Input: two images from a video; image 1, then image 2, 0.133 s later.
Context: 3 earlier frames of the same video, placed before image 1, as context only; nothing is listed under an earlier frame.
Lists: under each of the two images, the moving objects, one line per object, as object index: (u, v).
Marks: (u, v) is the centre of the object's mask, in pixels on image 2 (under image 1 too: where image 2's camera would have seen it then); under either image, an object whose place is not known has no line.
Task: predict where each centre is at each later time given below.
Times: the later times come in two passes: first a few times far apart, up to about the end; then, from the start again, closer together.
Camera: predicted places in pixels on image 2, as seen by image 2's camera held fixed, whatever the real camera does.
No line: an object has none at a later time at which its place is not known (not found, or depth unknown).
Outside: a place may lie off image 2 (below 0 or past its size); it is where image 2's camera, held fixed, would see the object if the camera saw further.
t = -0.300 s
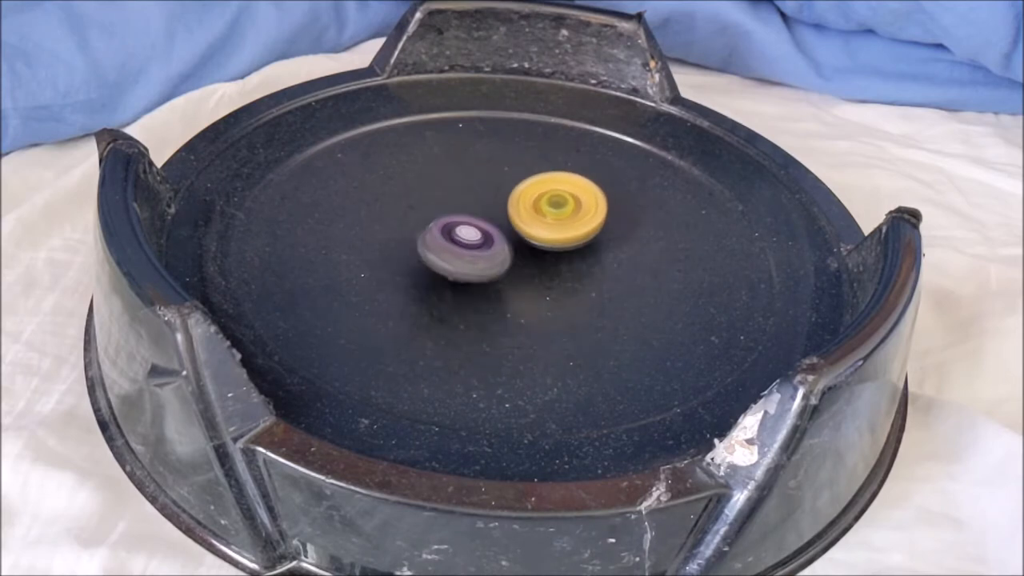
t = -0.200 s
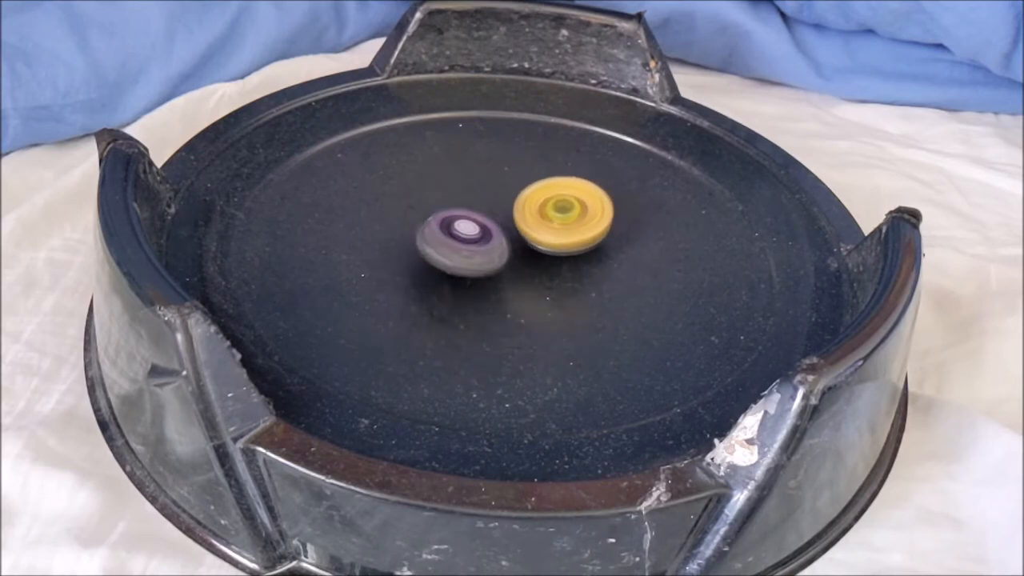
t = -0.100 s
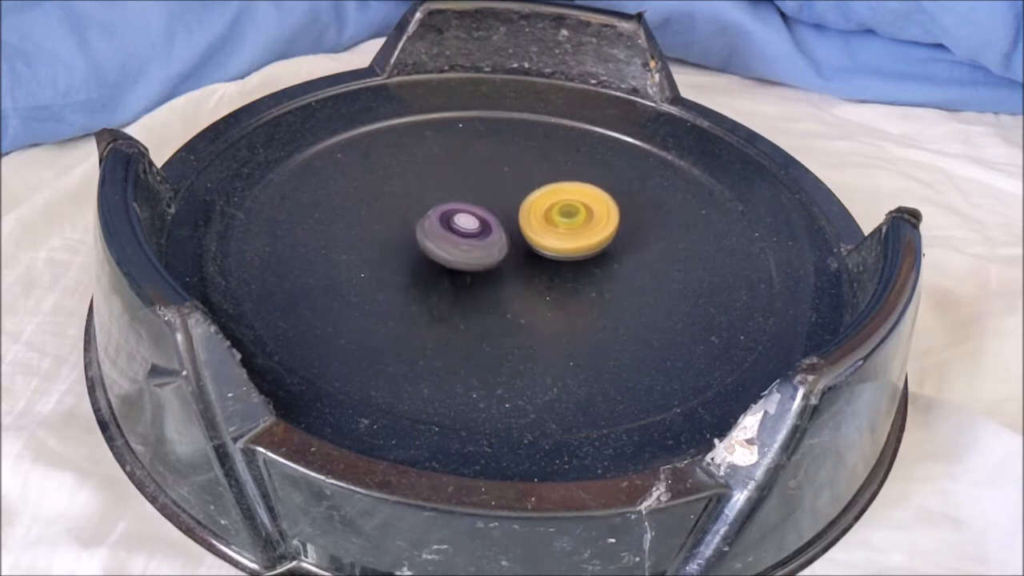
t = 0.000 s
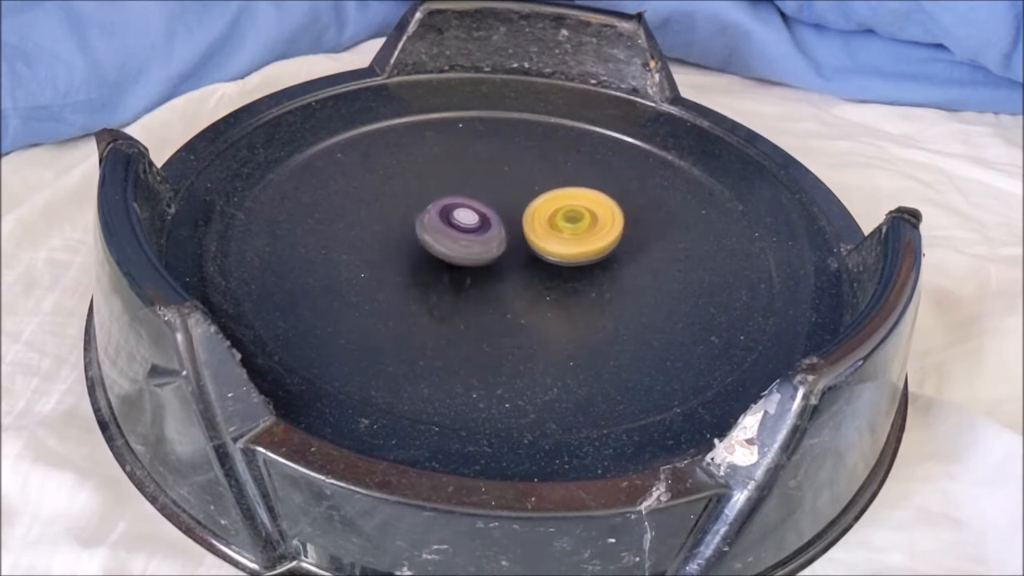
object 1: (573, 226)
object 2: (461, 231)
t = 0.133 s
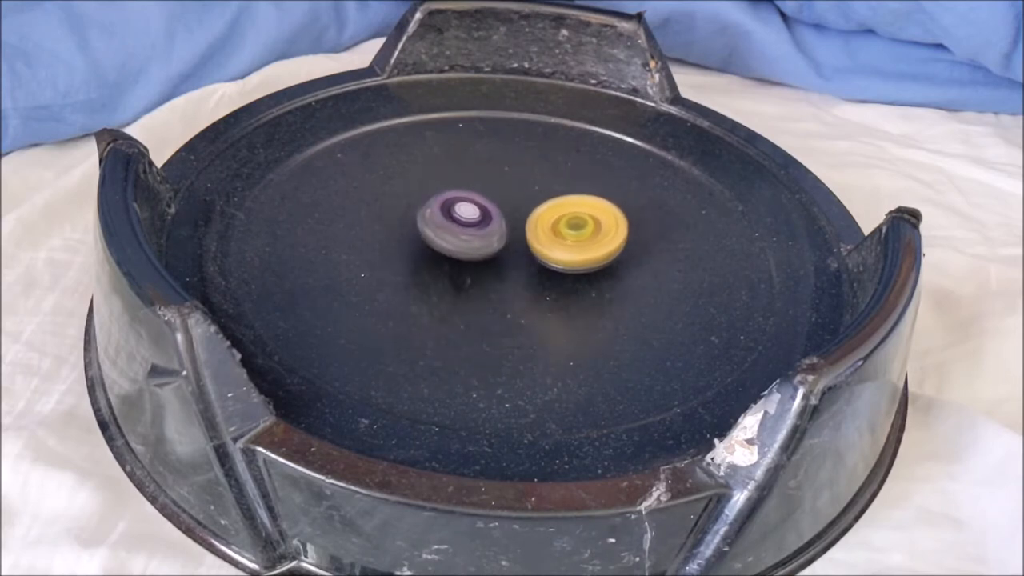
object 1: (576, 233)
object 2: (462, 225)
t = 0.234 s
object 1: (578, 238)
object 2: (465, 221)
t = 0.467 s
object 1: (577, 251)
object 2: (474, 212)
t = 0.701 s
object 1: (569, 259)
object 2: (489, 207)
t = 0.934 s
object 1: (553, 265)
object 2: (504, 204)
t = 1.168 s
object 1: (526, 269)
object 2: (521, 204)
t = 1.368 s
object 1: (506, 272)
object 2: (536, 209)
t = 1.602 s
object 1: (492, 272)
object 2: (550, 217)
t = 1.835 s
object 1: (481, 266)
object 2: (561, 228)
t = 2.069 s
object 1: (470, 255)
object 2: (565, 242)
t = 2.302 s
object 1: (461, 244)
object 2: (564, 254)
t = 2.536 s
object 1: (432, 226)
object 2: (593, 267)
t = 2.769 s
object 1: (430, 230)
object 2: (575, 273)
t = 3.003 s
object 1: (458, 225)
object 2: (549, 274)
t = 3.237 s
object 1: (433, 168)
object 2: (594, 318)
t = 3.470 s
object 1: (386, 98)
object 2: (704, 378)
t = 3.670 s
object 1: (383, 118)
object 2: (657, 322)
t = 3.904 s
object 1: (397, 162)
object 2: (522, 209)
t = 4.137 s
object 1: (243, 110)
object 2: (693, 228)
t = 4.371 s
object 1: (236, 141)
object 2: (792, 226)
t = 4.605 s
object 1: (274, 176)
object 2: (778, 237)
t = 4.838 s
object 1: (392, 240)
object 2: (597, 192)
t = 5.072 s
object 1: (541, 246)
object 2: (445, 149)
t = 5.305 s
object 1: (618, 197)
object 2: (380, 154)
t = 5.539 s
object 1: (620, 162)
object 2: (388, 184)
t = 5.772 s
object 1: (588, 167)
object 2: (433, 215)
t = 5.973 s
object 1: (566, 197)
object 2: (468, 225)
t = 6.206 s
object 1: (604, 223)
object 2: (465, 246)
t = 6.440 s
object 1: (609, 244)
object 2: (505, 261)
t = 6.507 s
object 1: (609, 246)
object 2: (508, 262)
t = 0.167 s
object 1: (577, 234)
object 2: (463, 224)
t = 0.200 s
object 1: (577, 236)
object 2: (464, 222)
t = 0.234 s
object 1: (578, 238)
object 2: (465, 221)
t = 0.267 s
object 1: (578, 240)
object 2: (466, 220)
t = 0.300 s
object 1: (578, 242)
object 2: (467, 218)
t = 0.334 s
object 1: (578, 243)
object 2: (468, 217)
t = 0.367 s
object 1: (578, 245)
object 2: (470, 216)
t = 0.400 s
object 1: (578, 247)
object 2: (471, 215)
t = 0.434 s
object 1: (577, 248)
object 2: (473, 214)
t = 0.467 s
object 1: (577, 251)
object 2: (474, 212)
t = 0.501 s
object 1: (577, 252)
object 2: (476, 212)
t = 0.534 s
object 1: (576, 254)
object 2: (478, 211)
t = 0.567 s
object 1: (575, 255)
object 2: (480, 210)
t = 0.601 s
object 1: (574, 256)
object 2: (483, 209)
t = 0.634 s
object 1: (572, 258)
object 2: (485, 208)
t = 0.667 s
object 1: (571, 258)
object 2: (486, 208)
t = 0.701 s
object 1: (569, 259)
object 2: (489, 207)
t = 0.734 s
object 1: (567, 260)
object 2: (491, 207)
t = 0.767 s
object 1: (565, 262)
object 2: (493, 206)
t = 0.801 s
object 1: (563, 263)
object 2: (495, 206)
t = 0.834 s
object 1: (561, 263)
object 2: (498, 205)
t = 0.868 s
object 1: (558, 264)
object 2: (500, 205)
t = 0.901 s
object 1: (556, 265)
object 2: (502, 205)
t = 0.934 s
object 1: (553, 265)
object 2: (504, 204)
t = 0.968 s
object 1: (549, 266)
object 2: (506, 204)
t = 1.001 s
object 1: (546, 266)
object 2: (508, 204)
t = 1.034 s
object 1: (542, 267)
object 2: (511, 204)
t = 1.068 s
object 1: (538, 267)
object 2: (513, 203)
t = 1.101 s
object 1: (534, 268)
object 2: (516, 204)
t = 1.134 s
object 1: (530, 268)
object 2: (519, 204)
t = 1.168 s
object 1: (526, 269)
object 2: (521, 204)
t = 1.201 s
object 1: (522, 269)
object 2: (524, 205)
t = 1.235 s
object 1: (519, 270)
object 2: (527, 205)
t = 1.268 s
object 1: (515, 271)
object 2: (529, 206)
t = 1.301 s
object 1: (512, 271)
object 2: (532, 207)
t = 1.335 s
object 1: (509, 272)
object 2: (534, 208)
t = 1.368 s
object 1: (506, 272)
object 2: (536, 209)
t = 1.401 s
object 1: (503, 273)
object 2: (538, 210)
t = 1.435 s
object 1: (501, 273)
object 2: (541, 211)
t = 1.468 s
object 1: (499, 273)
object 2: (543, 212)
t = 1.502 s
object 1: (497, 273)
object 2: (545, 214)
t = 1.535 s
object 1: (495, 273)
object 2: (547, 215)
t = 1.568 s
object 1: (493, 273)
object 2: (549, 216)
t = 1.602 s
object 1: (492, 272)
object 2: (550, 217)
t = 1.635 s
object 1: (490, 272)
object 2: (552, 219)
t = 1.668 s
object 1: (489, 271)
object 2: (554, 220)
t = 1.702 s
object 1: (487, 270)
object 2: (555, 222)
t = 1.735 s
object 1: (486, 269)
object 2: (557, 223)
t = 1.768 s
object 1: (484, 268)
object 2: (558, 225)
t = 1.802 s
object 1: (482, 267)
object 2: (559, 227)
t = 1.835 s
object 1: (481, 266)
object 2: (561, 228)
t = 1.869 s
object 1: (479, 264)
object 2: (562, 230)
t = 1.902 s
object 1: (478, 263)
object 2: (563, 232)
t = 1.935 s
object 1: (476, 262)
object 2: (564, 234)
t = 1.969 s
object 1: (475, 260)
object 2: (564, 236)
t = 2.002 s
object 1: (474, 259)
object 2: (564, 238)
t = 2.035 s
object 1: (472, 257)
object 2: (565, 240)
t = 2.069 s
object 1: (470, 255)
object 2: (565, 242)
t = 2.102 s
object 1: (468, 253)
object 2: (565, 244)
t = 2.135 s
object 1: (467, 252)
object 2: (565, 246)
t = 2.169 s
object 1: (465, 250)
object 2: (565, 247)
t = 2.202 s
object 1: (464, 249)
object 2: (565, 249)
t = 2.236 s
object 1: (462, 247)
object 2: (565, 251)
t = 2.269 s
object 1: (461, 246)
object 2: (565, 252)
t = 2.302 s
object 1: (461, 244)
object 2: (564, 254)
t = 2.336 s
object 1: (461, 243)
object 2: (563, 255)
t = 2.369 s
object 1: (460, 242)
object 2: (562, 256)
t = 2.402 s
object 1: (461, 240)
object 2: (561, 257)
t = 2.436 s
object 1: (460, 238)
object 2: (561, 259)
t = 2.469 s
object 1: (447, 233)
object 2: (575, 262)
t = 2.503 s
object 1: (437, 228)
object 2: (587, 265)
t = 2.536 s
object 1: (432, 226)
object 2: (593, 267)
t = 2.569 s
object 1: (428, 226)
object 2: (592, 268)
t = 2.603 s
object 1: (427, 226)
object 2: (590, 270)
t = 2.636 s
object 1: (426, 227)
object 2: (587, 271)
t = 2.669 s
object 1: (426, 228)
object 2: (584, 272)
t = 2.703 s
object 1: (427, 228)
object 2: (582, 272)
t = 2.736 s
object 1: (428, 229)
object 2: (578, 273)
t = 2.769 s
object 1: (430, 230)
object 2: (575, 273)
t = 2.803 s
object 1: (433, 230)
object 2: (572, 274)
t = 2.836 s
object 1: (437, 230)
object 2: (569, 274)
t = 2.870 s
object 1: (441, 230)
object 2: (565, 274)
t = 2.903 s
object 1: (445, 230)
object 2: (561, 275)
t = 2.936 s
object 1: (450, 228)
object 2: (557, 274)
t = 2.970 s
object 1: (454, 227)
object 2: (553, 274)
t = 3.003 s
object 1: (458, 225)
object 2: (549, 274)
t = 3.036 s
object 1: (462, 224)
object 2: (545, 273)
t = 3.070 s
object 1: (464, 223)
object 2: (542, 273)
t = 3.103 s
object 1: (466, 222)
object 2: (540, 273)
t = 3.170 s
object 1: (458, 204)
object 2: (554, 286)
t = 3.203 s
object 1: (444, 186)
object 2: (574, 301)
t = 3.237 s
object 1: (433, 168)
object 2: (594, 318)
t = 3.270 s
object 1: (423, 153)
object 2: (612, 328)
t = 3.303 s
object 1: (414, 139)
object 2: (631, 342)
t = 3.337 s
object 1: (406, 126)
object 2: (648, 355)
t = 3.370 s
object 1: (399, 117)
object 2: (665, 364)
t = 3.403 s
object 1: (393, 108)
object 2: (681, 370)
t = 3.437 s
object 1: (388, 102)
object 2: (696, 375)
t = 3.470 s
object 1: (386, 98)
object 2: (704, 378)
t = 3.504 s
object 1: (385, 96)
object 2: (702, 372)
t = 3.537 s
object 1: (383, 98)
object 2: (699, 369)
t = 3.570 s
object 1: (382, 99)
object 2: (694, 362)
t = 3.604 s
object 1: (382, 101)
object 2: (688, 358)
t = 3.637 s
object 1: (382, 110)
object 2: (674, 341)
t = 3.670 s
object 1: (383, 118)
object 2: (657, 322)
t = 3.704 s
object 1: (384, 125)
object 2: (640, 305)
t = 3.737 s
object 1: (385, 132)
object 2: (622, 286)
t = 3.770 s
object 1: (386, 138)
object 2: (603, 267)
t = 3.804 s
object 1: (388, 144)
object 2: (583, 250)
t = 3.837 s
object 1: (391, 151)
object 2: (562, 235)
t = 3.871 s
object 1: (394, 156)
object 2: (542, 220)
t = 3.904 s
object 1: (397, 162)
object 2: (522, 209)
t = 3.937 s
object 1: (401, 166)
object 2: (503, 200)
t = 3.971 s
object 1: (373, 154)
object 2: (524, 204)
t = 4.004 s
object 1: (317, 133)
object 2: (583, 215)
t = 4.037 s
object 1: (299, 125)
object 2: (614, 220)
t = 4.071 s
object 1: (280, 116)
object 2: (640, 224)
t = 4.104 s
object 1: (260, 112)
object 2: (668, 226)
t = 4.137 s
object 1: (243, 110)
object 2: (693, 228)
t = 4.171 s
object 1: (237, 108)
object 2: (715, 229)
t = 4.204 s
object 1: (232, 111)
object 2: (737, 230)
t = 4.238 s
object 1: (228, 118)
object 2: (757, 232)
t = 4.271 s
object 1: (229, 126)
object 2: (773, 229)
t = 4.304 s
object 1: (231, 131)
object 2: (780, 223)
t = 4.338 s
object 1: (233, 136)
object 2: (787, 222)
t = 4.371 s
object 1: (236, 141)
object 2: (792, 226)
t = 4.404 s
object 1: (240, 145)
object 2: (796, 234)
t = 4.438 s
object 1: (244, 149)
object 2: (798, 239)
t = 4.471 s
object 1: (249, 154)
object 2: (797, 238)
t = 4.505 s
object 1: (253, 157)
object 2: (795, 240)
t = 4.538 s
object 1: (259, 162)
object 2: (791, 239)
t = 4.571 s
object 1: (266, 168)
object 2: (786, 238)
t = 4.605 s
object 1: (274, 176)
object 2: (778, 237)
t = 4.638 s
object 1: (282, 182)
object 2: (768, 235)
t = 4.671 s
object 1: (291, 188)
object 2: (757, 237)
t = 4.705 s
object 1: (309, 199)
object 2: (729, 230)
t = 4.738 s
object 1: (329, 210)
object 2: (698, 222)
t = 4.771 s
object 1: (350, 221)
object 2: (664, 213)
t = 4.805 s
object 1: (371, 231)
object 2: (630, 202)
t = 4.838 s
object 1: (392, 240)
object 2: (597, 192)
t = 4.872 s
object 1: (414, 246)
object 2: (566, 182)
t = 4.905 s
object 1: (435, 250)
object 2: (539, 174)
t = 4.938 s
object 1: (457, 253)
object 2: (514, 166)
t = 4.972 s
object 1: (479, 254)
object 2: (494, 161)
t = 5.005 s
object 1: (501, 253)
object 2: (476, 156)
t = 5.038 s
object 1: (522, 251)
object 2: (460, 152)
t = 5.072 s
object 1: (541, 246)
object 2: (445, 149)
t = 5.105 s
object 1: (559, 241)
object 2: (431, 148)
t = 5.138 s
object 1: (574, 234)
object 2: (419, 147)
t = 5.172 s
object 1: (586, 227)
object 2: (409, 147)
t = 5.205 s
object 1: (597, 220)
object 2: (400, 148)
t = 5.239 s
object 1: (606, 213)
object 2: (392, 149)
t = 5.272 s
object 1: (613, 205)
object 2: (385, 151)
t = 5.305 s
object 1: (618, 197)
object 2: (380, 154)
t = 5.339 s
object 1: (622, 190)
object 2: (377, 157)
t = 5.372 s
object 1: (625, 184)
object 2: (375, 160)
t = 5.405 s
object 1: (626, 178)
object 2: (374, 163)
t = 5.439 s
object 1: (626, 173)
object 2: (375, 168)
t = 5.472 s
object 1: (625, 168)
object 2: (378, 174)
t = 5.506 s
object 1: (623, 165)
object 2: (383, 179)
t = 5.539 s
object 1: (620, 162)
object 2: (388, 184)
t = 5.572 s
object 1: (617, 161)
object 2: (395, 191)
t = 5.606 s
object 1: (613, 160)
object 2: (402, 197)
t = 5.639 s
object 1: (608, 160)
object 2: (410, 202)
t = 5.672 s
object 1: (603, 160)
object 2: (417, 207)
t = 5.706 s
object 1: (598, 162)
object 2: (423, 211)
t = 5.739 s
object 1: (593, 164)
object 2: (428, 213)
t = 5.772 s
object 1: (588, 167)
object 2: (433, 215)
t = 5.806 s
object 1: (583, 170)
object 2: (438, 216)
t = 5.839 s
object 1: (578, 175)
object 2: (443, 218)
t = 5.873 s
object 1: (574, 179)
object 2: (450, 220)
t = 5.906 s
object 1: (571, 185)
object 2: (455, 221)
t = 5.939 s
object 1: (568, 190)
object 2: (462, 223)
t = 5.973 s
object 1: (566, 197)
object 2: (468, 225)
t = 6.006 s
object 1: (568, 202)
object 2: (473, 226)
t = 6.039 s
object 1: (582, 205)
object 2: (458, 230)
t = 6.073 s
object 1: (592, 208)
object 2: (450, 233)
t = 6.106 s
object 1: (597, 212)
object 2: (449, 236)
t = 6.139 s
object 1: (600, 216)
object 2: (453, 239)
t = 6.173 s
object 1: (602, 220)
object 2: (458, 243)
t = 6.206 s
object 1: (604, 223)
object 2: (465, 246)
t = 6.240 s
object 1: (605, 226)
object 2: (471, 249)
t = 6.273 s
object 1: (606, 230)
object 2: (478, 252)
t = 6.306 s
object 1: (607, 234)
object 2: (484, 255)
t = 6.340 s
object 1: (608, 237)
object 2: (491, 257)
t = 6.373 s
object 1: (608, 241)
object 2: (498, 259)
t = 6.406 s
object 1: (608, 243)
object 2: (501, 261)
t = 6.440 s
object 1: (609, 244)
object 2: (505, 261)
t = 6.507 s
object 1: (609, 246)
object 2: (508, 262)
